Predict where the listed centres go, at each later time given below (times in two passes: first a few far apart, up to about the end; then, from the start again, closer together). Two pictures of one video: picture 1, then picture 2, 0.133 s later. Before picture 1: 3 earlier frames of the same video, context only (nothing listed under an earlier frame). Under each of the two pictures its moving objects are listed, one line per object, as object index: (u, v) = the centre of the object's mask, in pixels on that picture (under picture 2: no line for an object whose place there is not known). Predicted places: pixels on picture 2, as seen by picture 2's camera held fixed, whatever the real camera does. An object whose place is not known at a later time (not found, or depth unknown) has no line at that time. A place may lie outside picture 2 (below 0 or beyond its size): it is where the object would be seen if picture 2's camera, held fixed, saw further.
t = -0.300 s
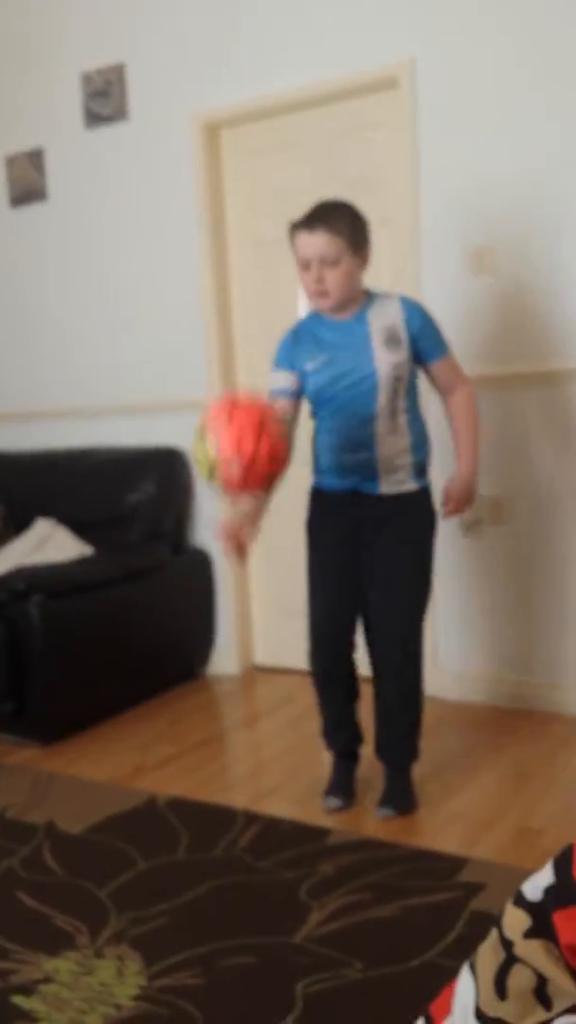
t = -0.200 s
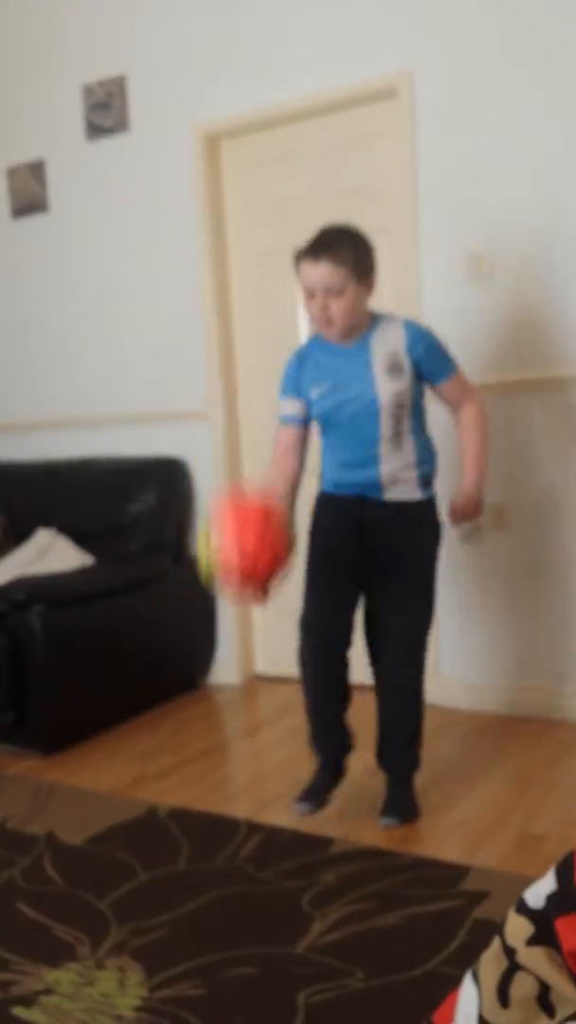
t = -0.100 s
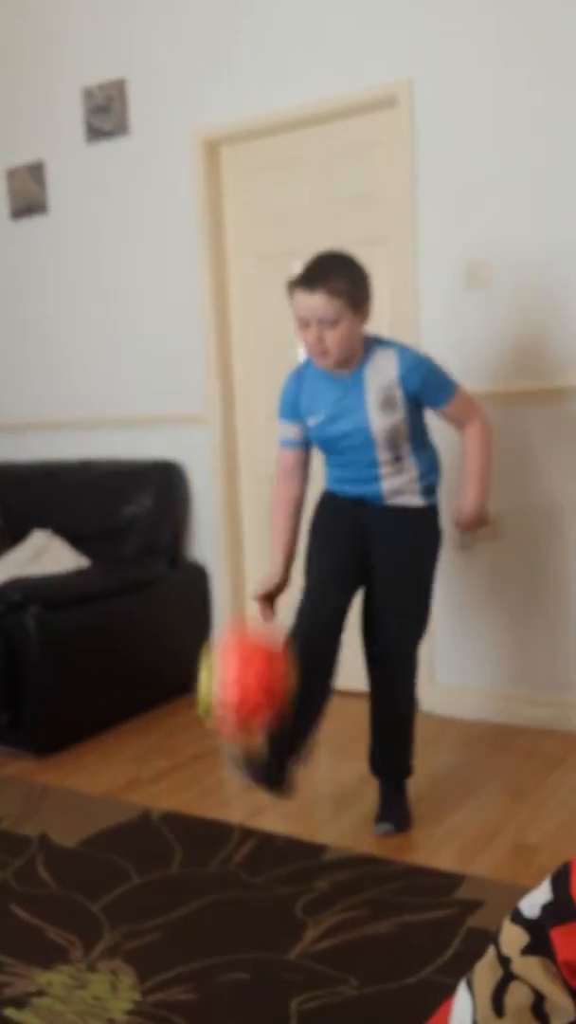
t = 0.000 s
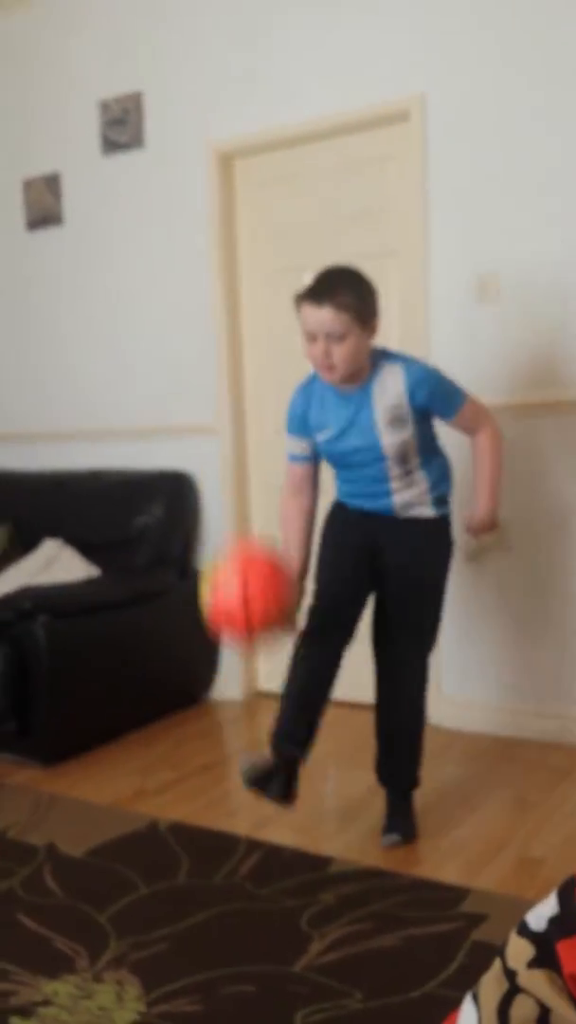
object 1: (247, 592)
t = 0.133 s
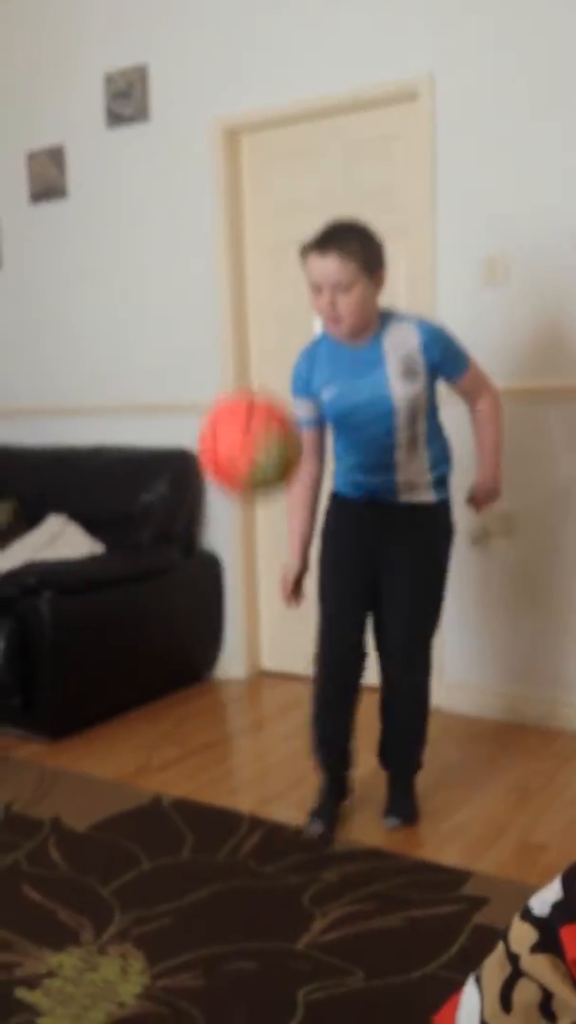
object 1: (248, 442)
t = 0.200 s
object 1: (248, 413)
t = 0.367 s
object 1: (250, 425)
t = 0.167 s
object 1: (247, 426)
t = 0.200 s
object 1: (248, 413)
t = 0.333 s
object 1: (248, 412)
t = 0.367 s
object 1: (250, 425)
